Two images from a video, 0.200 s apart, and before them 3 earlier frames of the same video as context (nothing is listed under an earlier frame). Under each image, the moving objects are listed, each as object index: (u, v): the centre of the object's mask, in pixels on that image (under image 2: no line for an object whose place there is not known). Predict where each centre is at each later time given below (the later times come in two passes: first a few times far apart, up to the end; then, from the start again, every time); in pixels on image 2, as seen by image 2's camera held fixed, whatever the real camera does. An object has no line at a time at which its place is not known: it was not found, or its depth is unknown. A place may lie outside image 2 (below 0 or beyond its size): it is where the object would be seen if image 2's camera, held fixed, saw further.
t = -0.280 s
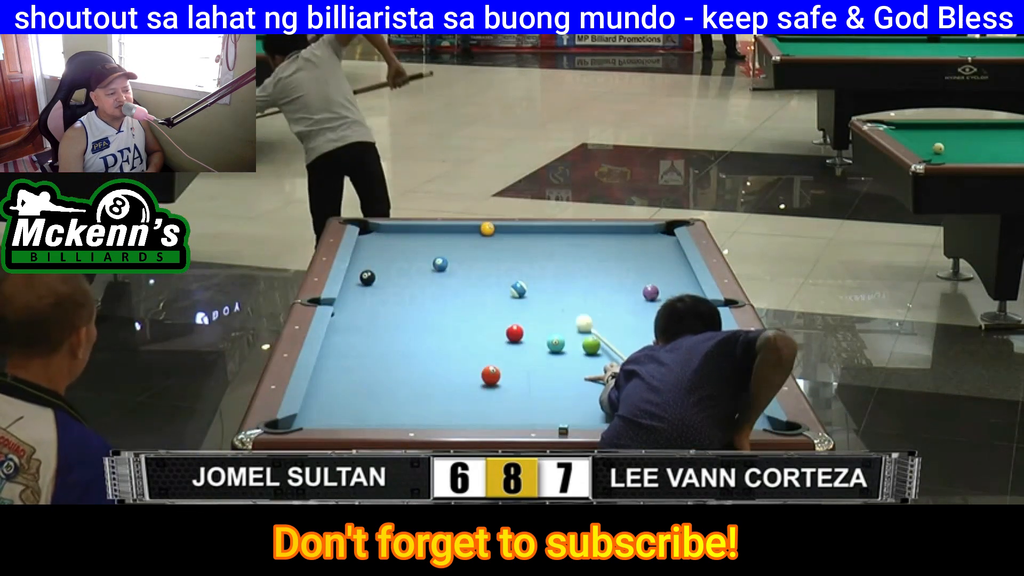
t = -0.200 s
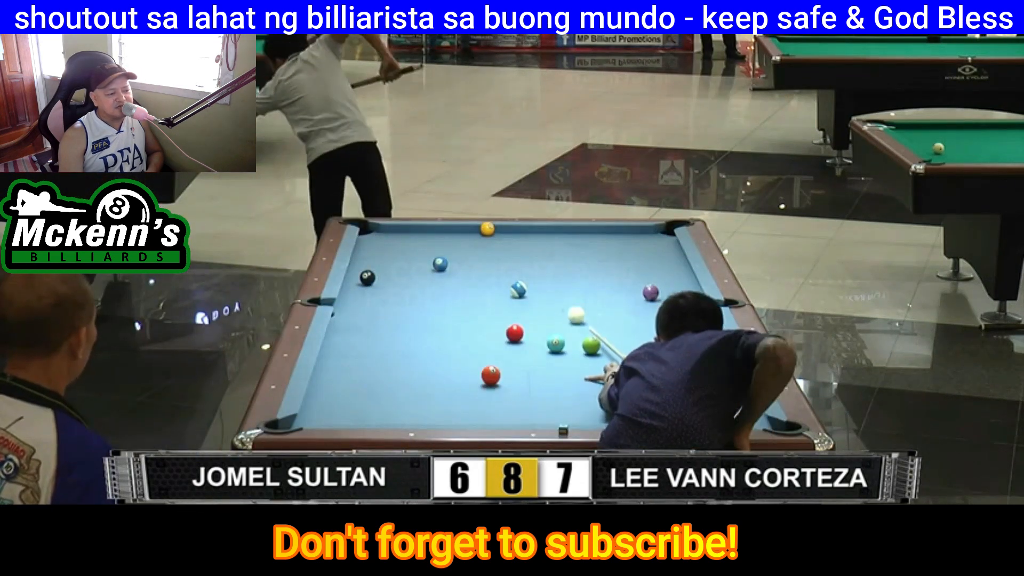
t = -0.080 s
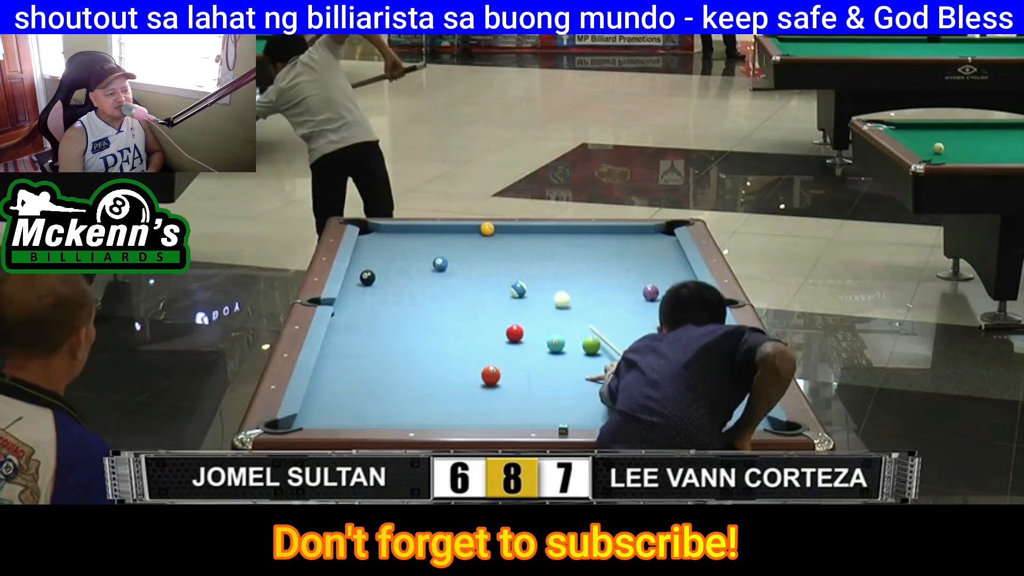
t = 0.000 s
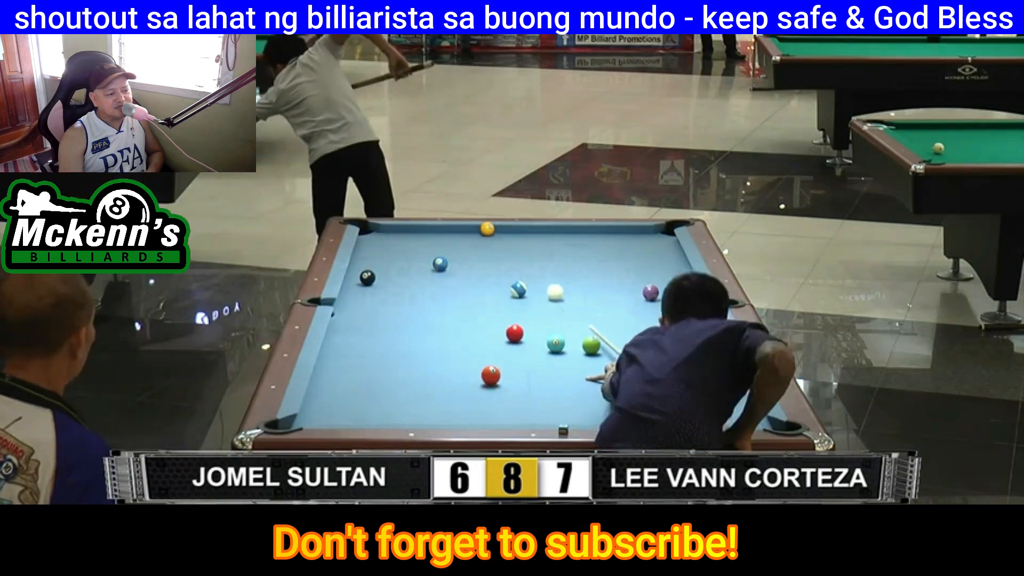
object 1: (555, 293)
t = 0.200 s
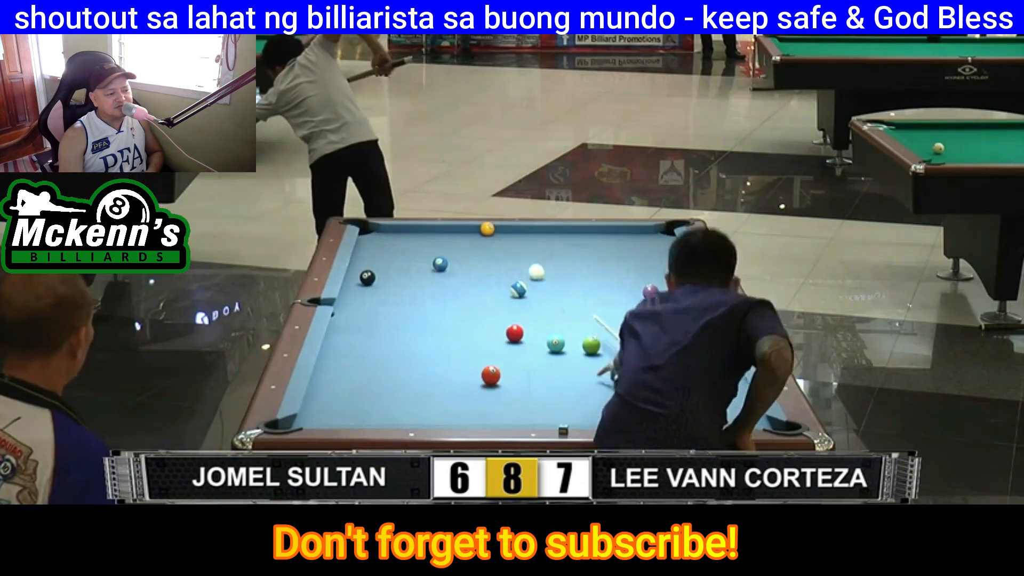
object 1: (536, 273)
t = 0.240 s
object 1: (533, 269)
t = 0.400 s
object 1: (516, 251)
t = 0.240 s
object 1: (533, 269)
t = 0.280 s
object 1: (527, 263)
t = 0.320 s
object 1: (522, 257)
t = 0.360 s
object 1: (519, 254)
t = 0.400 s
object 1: (516, 251)
